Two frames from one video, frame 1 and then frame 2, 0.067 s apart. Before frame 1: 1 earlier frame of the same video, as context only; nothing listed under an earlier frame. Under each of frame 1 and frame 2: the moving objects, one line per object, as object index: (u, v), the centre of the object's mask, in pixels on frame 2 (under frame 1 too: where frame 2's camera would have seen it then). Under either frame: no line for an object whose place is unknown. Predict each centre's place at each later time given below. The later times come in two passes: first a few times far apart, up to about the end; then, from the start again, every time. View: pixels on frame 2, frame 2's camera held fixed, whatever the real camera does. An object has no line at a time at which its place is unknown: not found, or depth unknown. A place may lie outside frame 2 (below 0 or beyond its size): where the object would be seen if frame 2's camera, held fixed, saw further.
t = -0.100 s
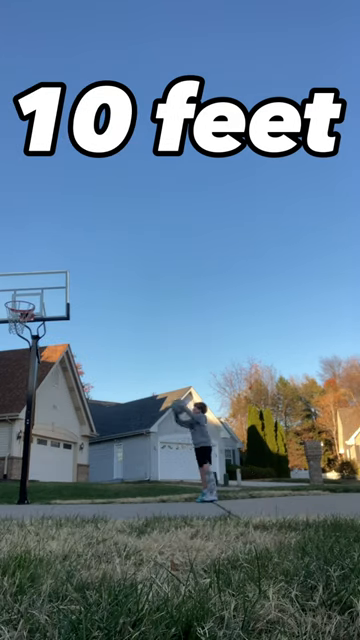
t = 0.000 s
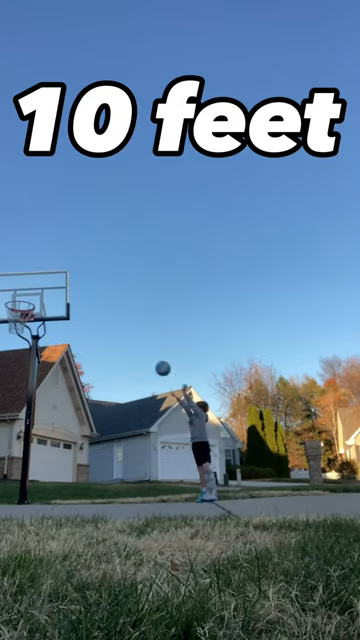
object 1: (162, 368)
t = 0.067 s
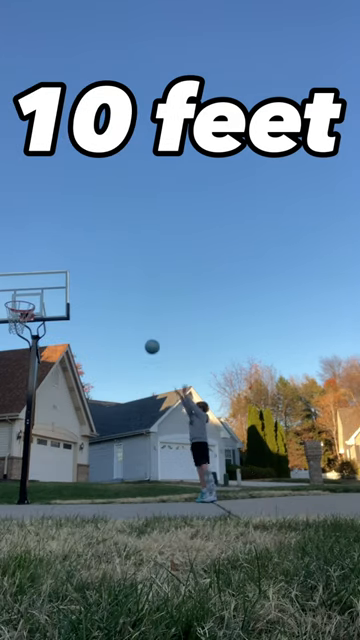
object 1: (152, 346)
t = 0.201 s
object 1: (131, 312)
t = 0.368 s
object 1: (107, 284)
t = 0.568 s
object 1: (77, 273)
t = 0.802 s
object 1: (42, 287)
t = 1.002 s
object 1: (13, 303)
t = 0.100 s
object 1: (147, 337)
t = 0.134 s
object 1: (141, 327)
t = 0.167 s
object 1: (136, 319)
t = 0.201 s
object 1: (131, 312)
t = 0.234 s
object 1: (126, 305)
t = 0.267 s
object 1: (121, 299)
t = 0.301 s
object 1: (116, 293)
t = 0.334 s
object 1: (111, 289)
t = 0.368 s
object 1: (107, 284)
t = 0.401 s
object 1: (102, 281)
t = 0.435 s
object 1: (97, 278)
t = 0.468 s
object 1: (92, 276)
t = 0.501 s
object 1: (87, 274)
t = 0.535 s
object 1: (82, 273)
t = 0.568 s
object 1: (77, 273)
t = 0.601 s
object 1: (72, 273)
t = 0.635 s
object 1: (68, 274)
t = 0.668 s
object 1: (62, 275)
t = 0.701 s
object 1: (57, 277)
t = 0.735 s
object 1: (52, 279)
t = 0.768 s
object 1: (47, 283)
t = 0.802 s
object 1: (42, 287)
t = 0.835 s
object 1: (37, 291)
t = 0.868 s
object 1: (31, 296)
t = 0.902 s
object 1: (26, 298)
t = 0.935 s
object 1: (22, 299)
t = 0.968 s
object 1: (17, 301)
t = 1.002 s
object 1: (13, 303)
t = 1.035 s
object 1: (14, 302)
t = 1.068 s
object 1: (17, 301)
